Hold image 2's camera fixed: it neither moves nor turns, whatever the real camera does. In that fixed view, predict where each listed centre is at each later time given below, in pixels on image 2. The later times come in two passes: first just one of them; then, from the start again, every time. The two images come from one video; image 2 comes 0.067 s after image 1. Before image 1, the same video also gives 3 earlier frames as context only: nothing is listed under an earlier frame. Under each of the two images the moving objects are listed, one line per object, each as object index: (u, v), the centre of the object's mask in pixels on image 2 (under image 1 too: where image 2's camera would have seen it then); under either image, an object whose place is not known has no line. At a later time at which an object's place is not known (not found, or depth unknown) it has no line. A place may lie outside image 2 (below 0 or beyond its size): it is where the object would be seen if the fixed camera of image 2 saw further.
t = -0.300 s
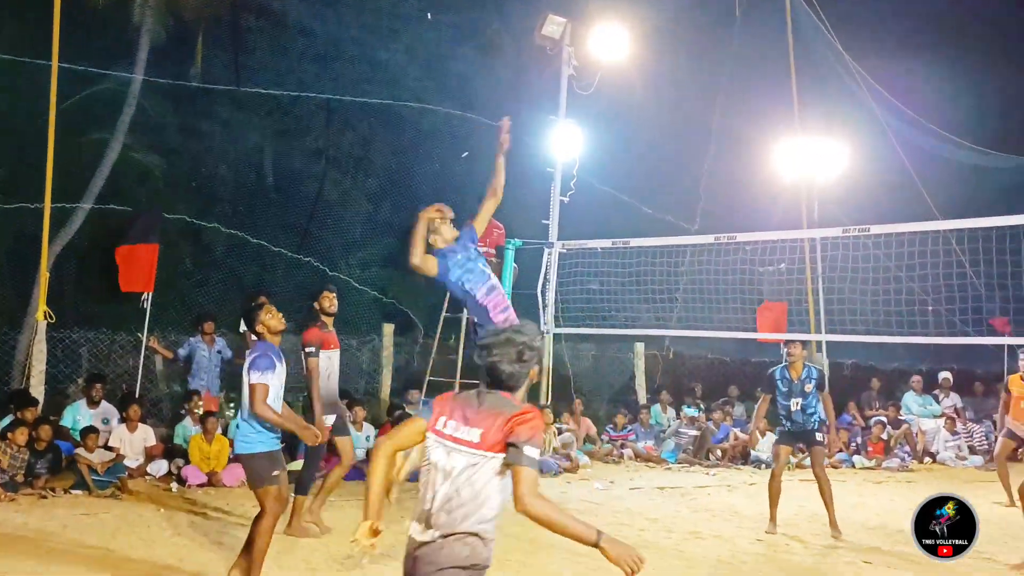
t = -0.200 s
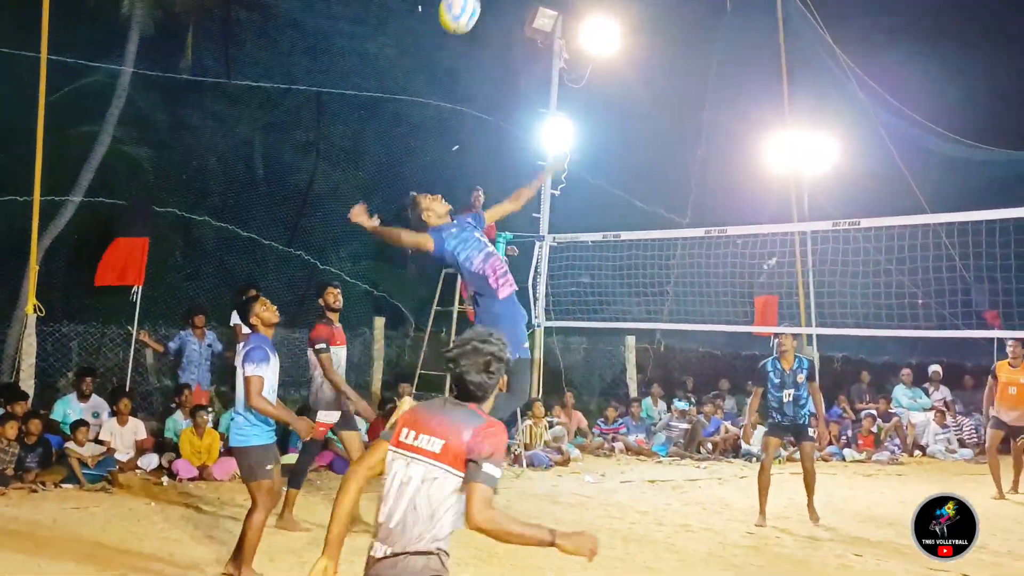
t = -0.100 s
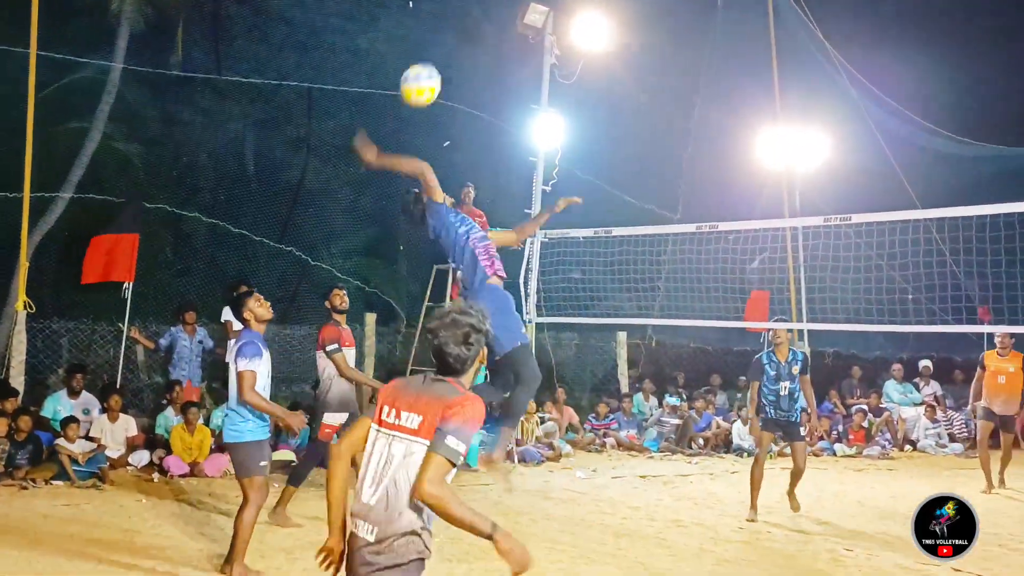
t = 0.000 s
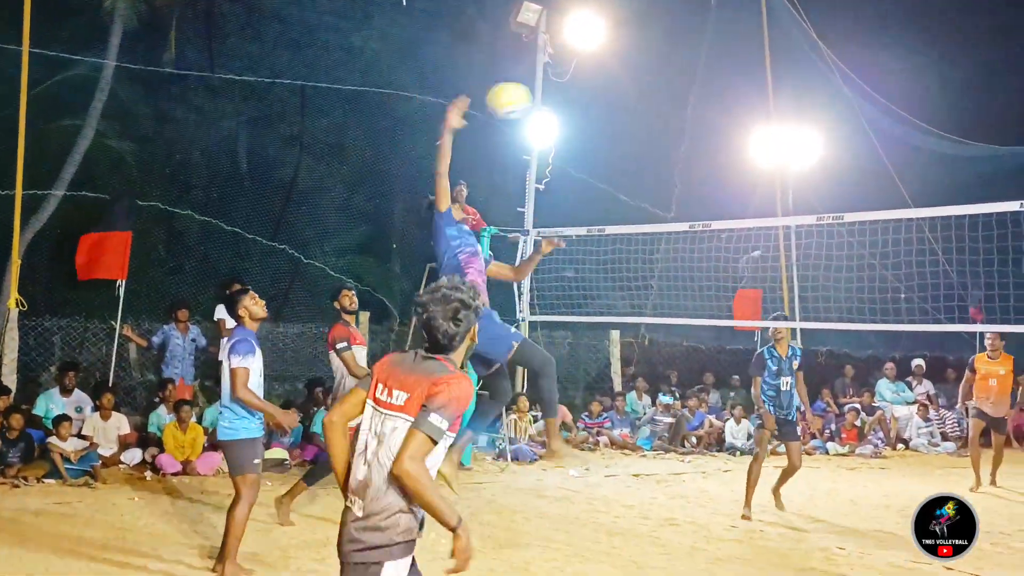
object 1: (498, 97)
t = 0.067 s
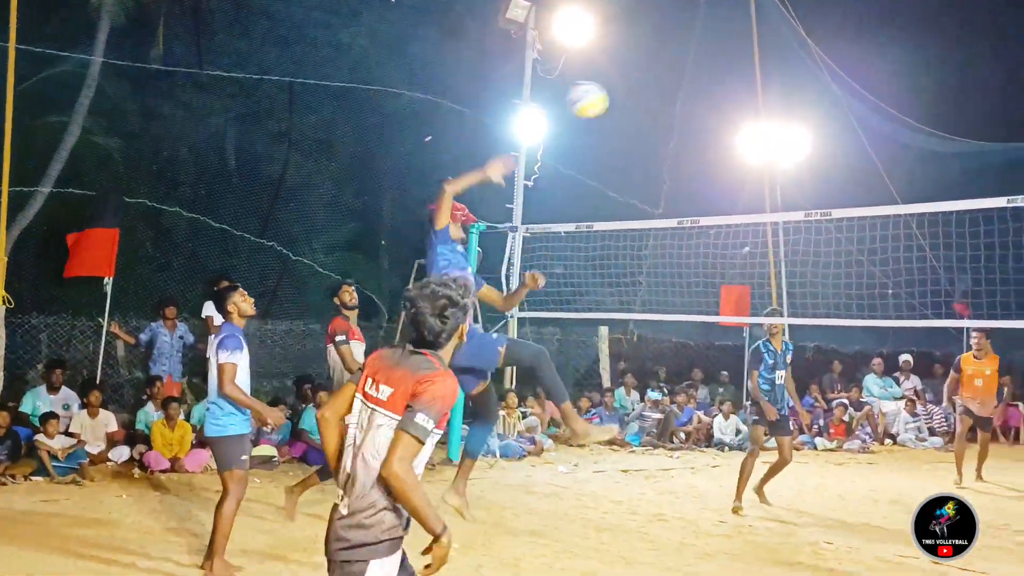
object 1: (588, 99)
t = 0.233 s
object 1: (781, 131)
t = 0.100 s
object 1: (628, 103)
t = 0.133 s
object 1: (667, 109)
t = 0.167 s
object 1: (706, 115)
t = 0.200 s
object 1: (738, 118)
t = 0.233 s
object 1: (781, 131)
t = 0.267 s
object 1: (820, 149)
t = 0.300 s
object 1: (846, 160)
